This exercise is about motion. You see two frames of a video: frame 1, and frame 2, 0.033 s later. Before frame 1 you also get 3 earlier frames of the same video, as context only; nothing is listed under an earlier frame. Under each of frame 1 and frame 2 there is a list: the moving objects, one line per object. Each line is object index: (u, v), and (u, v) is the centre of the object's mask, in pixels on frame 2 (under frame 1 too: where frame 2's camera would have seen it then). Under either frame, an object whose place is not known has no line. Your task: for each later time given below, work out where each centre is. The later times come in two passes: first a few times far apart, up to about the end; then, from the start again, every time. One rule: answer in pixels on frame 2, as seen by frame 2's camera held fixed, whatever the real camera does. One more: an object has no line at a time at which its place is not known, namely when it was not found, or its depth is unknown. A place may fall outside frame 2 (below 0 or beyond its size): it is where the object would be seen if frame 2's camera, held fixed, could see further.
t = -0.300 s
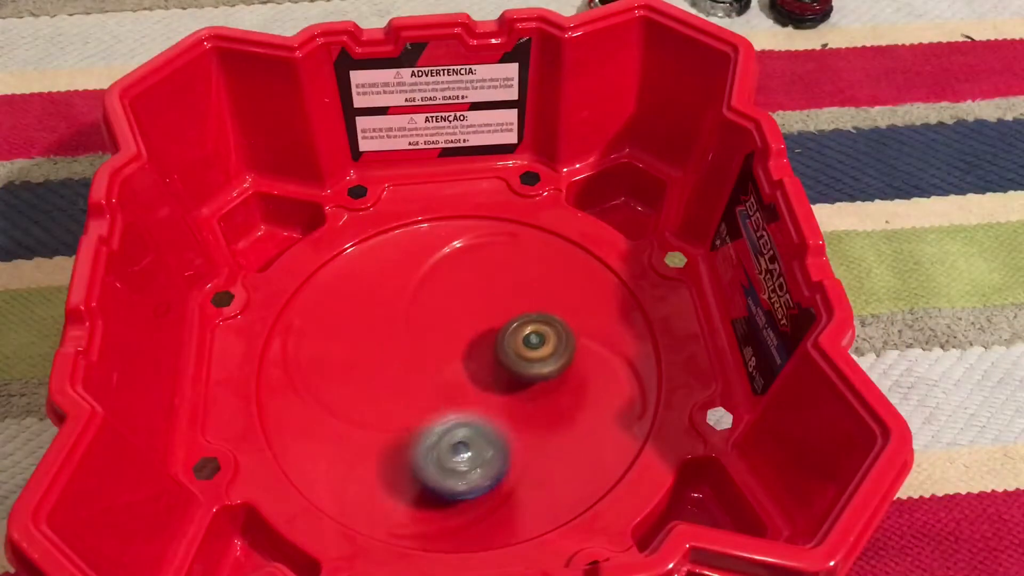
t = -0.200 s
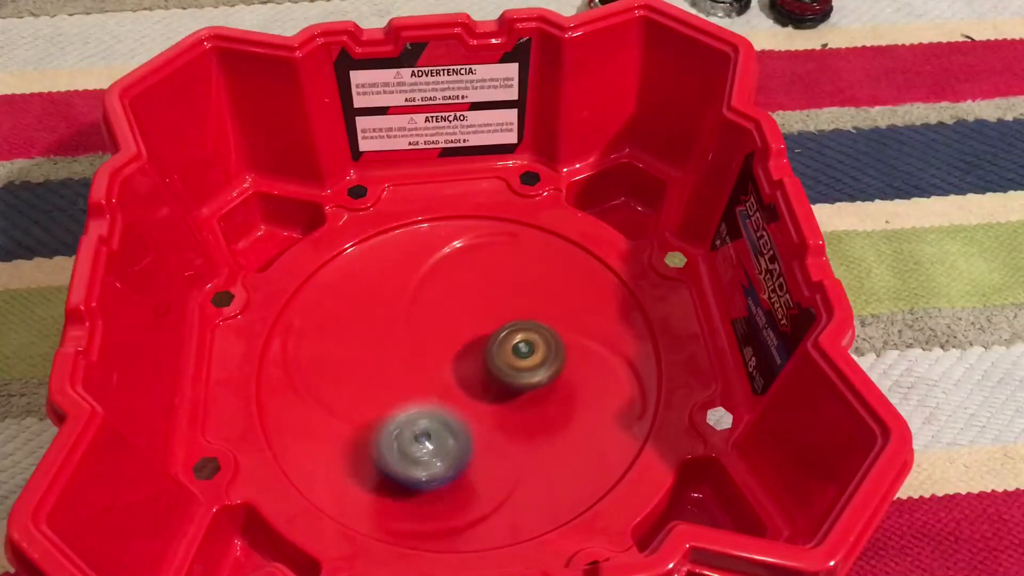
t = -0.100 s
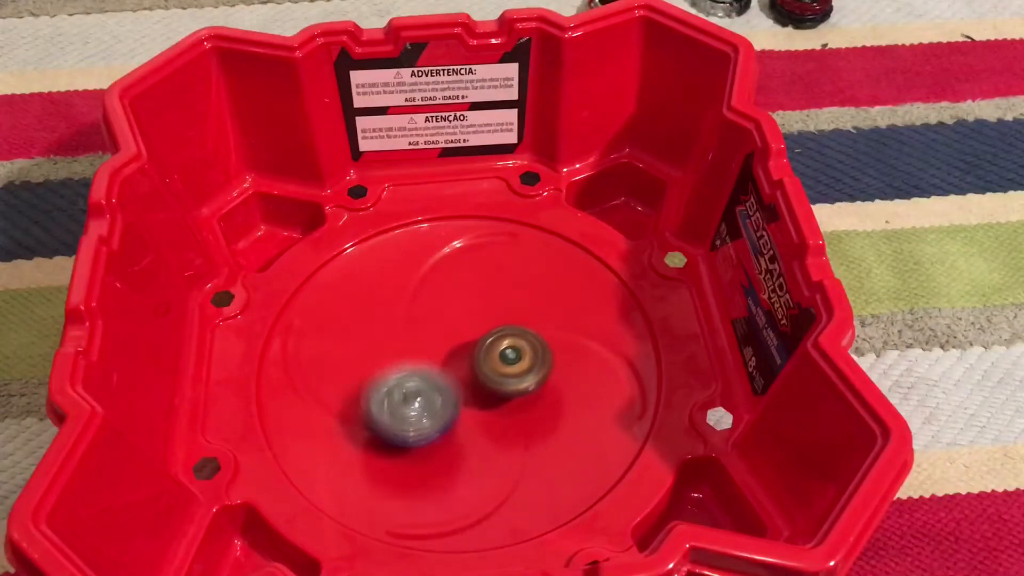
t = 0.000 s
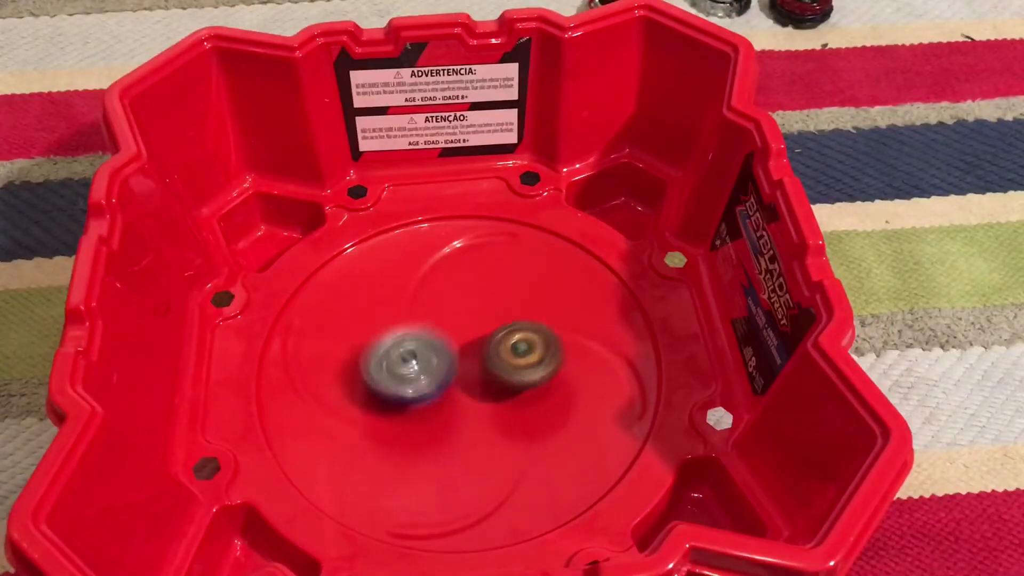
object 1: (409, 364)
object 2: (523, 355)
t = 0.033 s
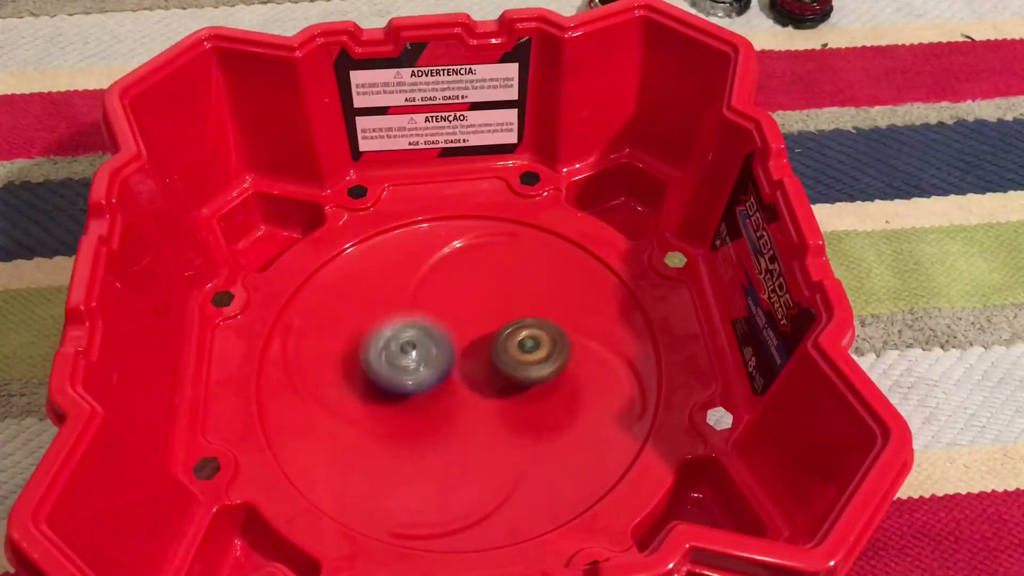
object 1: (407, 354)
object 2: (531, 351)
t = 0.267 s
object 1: (459, 289)
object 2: (564, 363)
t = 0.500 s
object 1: (510, 288)
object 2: (580, 383)
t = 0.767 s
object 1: (421, 290)
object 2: (600, 451)
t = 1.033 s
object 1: (355, 285)
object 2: (490, 408)
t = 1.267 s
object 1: (346, 330)
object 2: (445, 333)
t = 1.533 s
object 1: (384, 414)
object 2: (423, 305)
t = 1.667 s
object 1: (413, 443)
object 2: (422, 313)
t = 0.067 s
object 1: (411, 344)
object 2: (534, 350)
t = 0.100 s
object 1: (418, 335)
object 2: (534, 349)
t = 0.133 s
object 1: (429, 324)
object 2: (534, 349)
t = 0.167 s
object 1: (442, 316)
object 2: (533, 350)
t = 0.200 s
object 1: (457, 308)
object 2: (532, 351)
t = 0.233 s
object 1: (461, 299)
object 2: (546, 356)
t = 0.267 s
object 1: (459, 289)
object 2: (564, 363)
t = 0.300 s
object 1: (459, 283)
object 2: (578, 369)
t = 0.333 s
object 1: (462, 279)
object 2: (586, 374)
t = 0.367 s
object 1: (468, 276)
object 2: (589, 378)
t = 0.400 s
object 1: (476, 277)
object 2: (589, 379)
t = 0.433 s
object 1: (486, 278)
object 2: (588, 381)
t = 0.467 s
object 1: (498, 282)
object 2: (585, 382)
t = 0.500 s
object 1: (510, 288)
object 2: (580, 383)
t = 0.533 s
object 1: (518, 299)
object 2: (575, 383)
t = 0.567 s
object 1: (526, 311)
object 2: (570, 383)
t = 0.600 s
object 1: (519, 318)
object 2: (577, 394)
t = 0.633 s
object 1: (495, 309)
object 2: (597, 413)
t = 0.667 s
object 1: (472, 303)
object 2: (610, 430)
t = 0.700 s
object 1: (452, 299)
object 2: (617, 441)
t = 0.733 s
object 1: (435, 294)
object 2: (611, 448)
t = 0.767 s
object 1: (421, 290)
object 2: (600, 451)
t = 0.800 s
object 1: (409, 287)
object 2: (585, 451)
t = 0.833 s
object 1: (398, 284)
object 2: (569, 449)
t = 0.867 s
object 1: (390, 283)
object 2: (555, 444)
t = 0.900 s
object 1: (381, 281)
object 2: (540, 439)
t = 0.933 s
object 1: (374, 281)
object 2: (525, 433)
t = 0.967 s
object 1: (367, 281)
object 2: (512, 426)
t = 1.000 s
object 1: (361, 283)
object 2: (499, 416)
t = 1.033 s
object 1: (355, 285)
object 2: (490, 408)
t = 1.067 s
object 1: (350, 288)
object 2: (481, 399)
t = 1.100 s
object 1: (346, 292)
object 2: (473, 389)
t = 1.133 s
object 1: (343, 298)
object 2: (466, 378)
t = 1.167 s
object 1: (342, 303)
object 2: (461, 366)
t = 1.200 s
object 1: (342, 311)
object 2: (458, 354)
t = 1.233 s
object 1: (344, 321)
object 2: (452, 343)
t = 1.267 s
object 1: (346, 330)
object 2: (445, 333)
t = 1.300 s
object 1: (351, 340)
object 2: (440, 324)
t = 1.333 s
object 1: (355, 350)
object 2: (436, 316)
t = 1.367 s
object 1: (358, 361)
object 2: (433, 310)
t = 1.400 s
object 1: (362, 373)
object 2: (429, 307)
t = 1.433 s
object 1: (366, 384)
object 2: (426, 305)
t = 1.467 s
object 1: (370, 395)
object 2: (424, 304)
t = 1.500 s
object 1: (376, 406)
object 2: (423, 304)
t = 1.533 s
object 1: (384, 414)
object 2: (423, 305)
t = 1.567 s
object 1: (391, 422)
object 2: (423, 306)
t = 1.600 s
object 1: (398, 429)
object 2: (422, 309)
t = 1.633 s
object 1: (405, 436)
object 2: (422, 311)
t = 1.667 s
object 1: (413, 443)
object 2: (422, 313)
